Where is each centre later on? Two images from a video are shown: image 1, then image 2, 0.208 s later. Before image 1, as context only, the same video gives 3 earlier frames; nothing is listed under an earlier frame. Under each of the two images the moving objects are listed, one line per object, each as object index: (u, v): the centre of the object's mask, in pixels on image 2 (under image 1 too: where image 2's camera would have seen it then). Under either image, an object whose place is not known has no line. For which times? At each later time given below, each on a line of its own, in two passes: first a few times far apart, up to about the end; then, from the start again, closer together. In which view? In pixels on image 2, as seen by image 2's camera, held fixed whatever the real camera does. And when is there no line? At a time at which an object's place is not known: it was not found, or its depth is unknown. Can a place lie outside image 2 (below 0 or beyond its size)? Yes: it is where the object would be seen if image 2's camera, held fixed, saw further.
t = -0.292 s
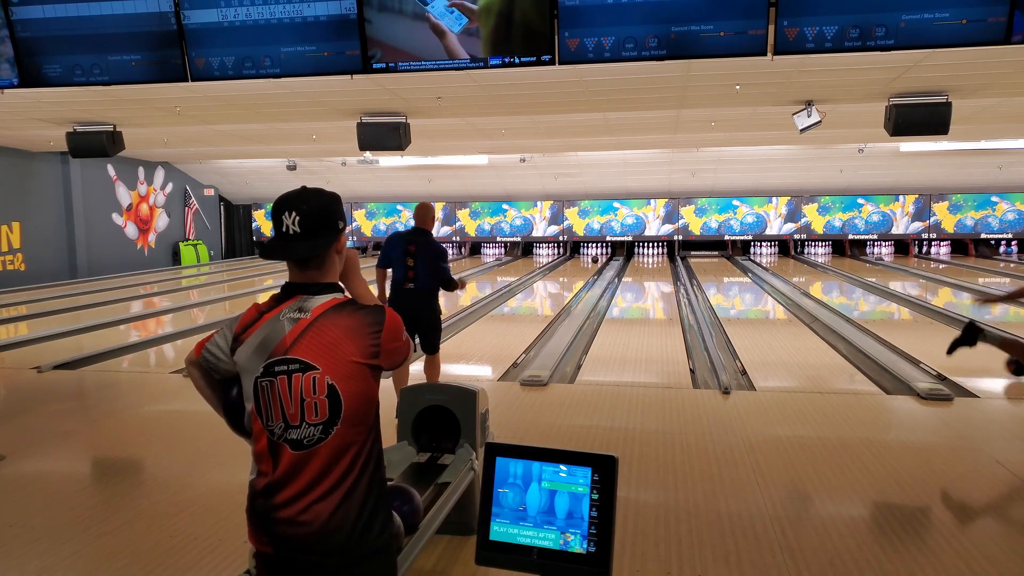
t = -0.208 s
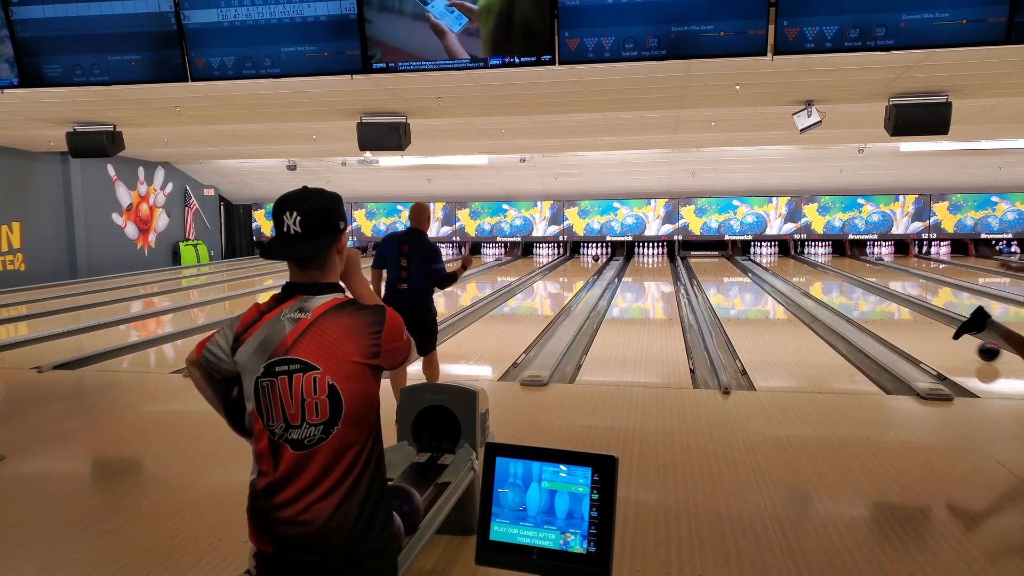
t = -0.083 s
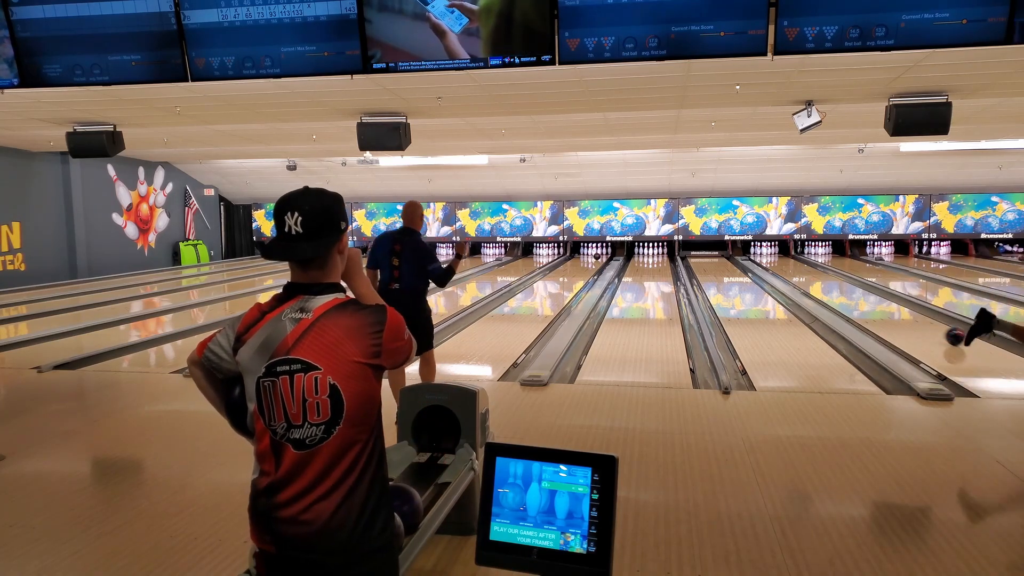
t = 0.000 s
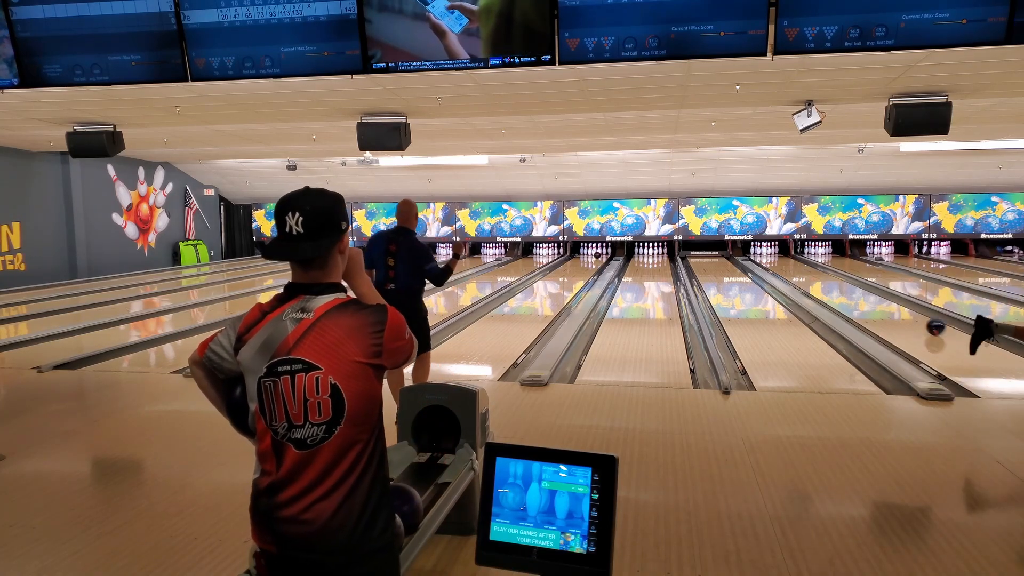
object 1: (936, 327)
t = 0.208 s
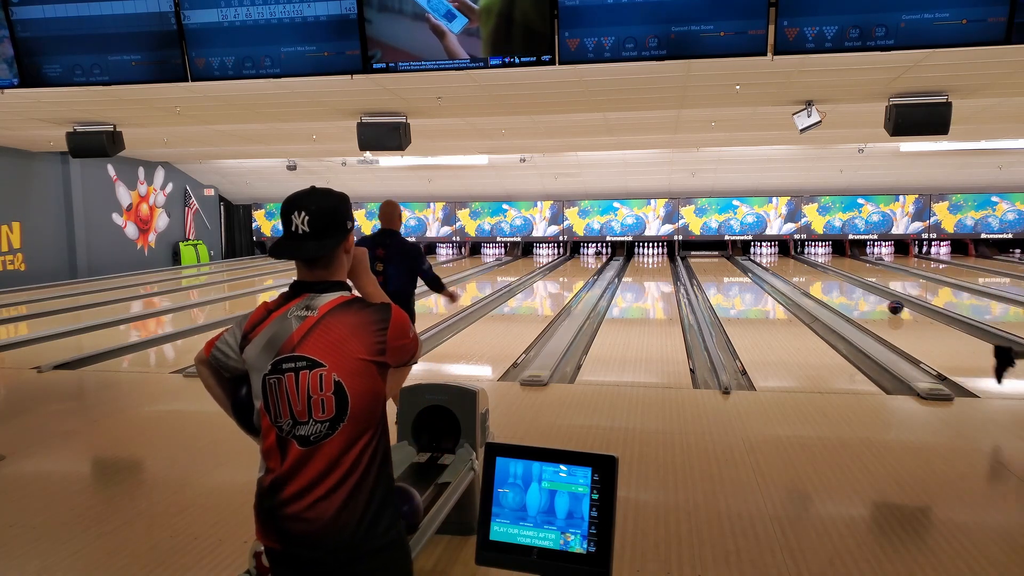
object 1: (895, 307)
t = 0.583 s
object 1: (850, 286)
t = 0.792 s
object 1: (832, 277)
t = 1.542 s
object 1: (784, 257)
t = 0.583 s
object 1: (850, 286)
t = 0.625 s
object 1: (847, 284)
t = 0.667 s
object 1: (843, 283)
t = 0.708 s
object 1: (839, 281)
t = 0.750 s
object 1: (836, 279)
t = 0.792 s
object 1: (832, 277)
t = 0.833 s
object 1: (829, 276)
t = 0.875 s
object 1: (826, 274)
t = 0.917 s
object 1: (823, 273)
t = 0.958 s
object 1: (819, 271)
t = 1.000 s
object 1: (817, 270)
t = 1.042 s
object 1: (813, 269)
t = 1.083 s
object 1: (811, 268)
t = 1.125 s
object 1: (808, 267)
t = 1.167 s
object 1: (806, 266)
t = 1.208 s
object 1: (803, 265)
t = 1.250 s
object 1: (801, 264)
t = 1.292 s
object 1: (798, 263)
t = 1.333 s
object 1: (795, 262)
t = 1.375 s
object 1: (793, 260)
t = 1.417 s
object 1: (791, 259)
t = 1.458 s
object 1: (789, 259)
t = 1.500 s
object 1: (787, 258)
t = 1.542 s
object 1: (784, 257)
